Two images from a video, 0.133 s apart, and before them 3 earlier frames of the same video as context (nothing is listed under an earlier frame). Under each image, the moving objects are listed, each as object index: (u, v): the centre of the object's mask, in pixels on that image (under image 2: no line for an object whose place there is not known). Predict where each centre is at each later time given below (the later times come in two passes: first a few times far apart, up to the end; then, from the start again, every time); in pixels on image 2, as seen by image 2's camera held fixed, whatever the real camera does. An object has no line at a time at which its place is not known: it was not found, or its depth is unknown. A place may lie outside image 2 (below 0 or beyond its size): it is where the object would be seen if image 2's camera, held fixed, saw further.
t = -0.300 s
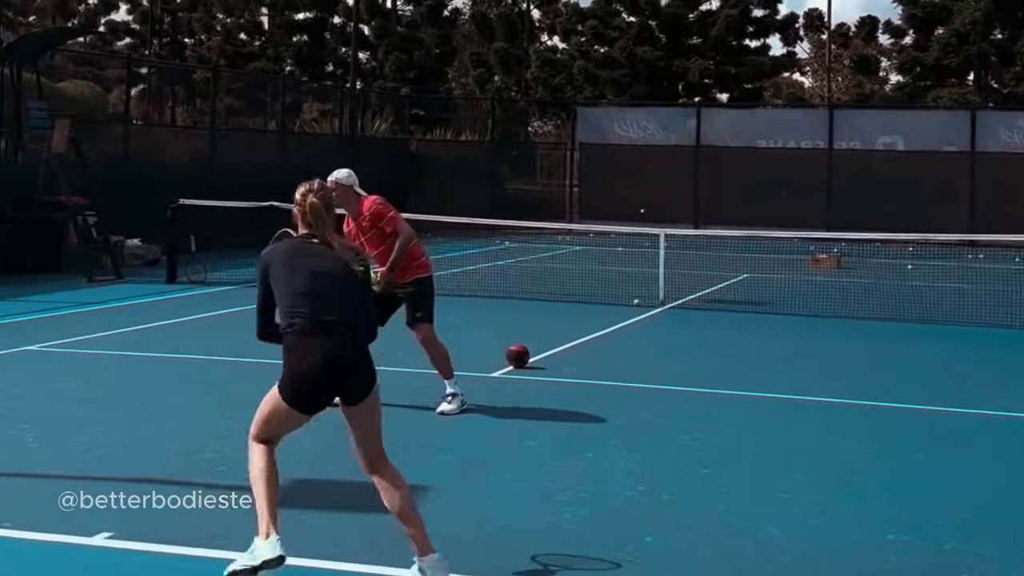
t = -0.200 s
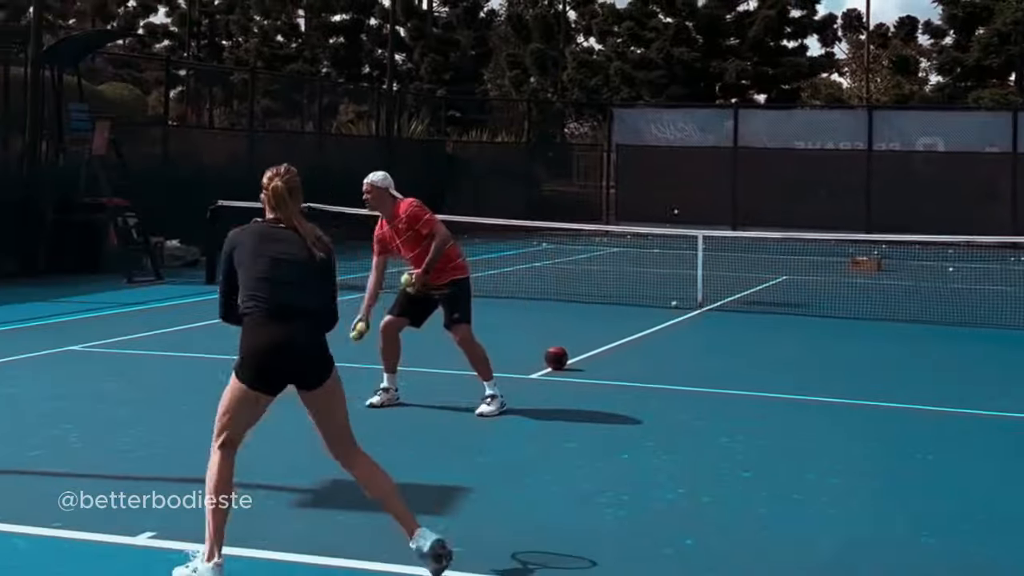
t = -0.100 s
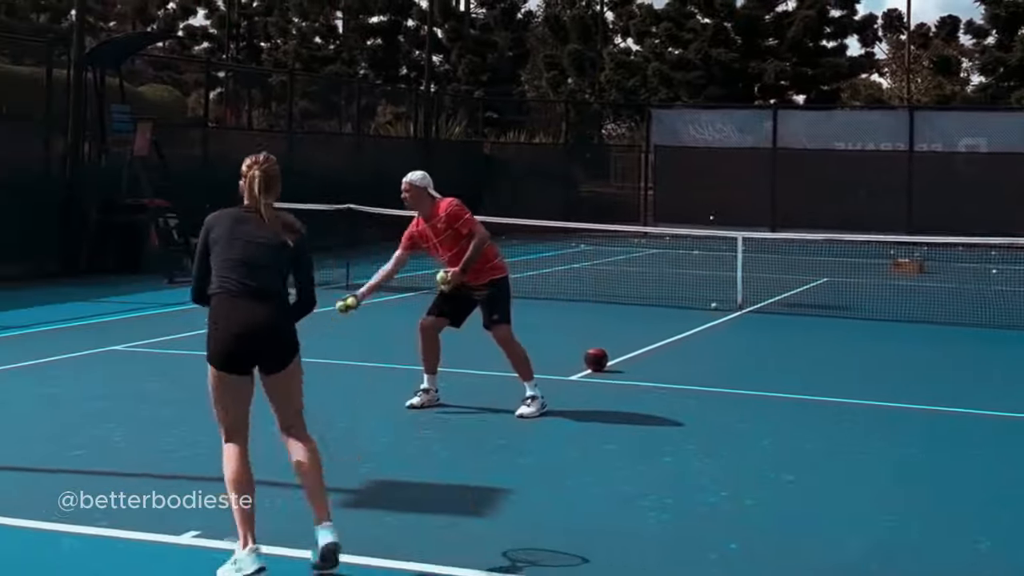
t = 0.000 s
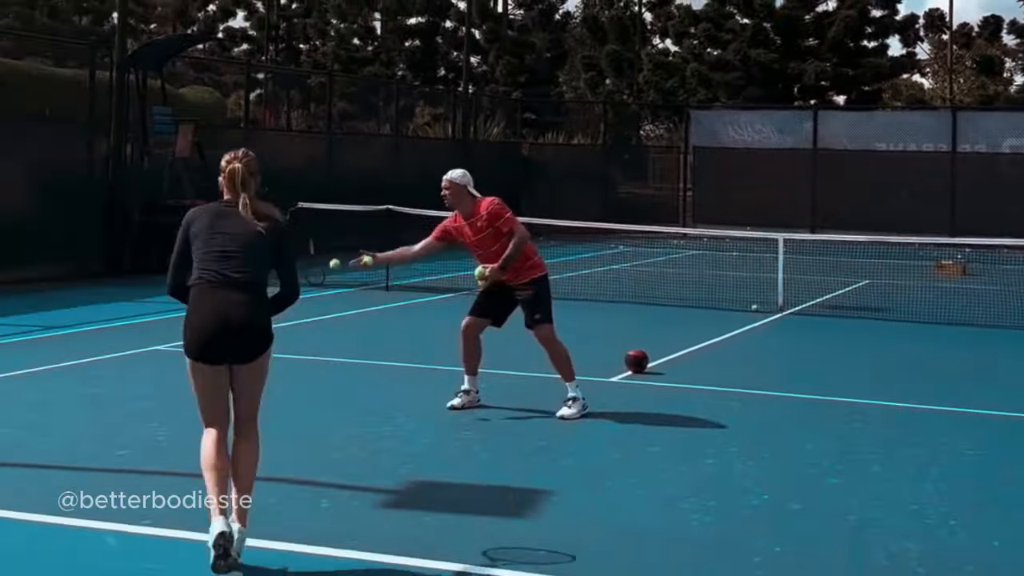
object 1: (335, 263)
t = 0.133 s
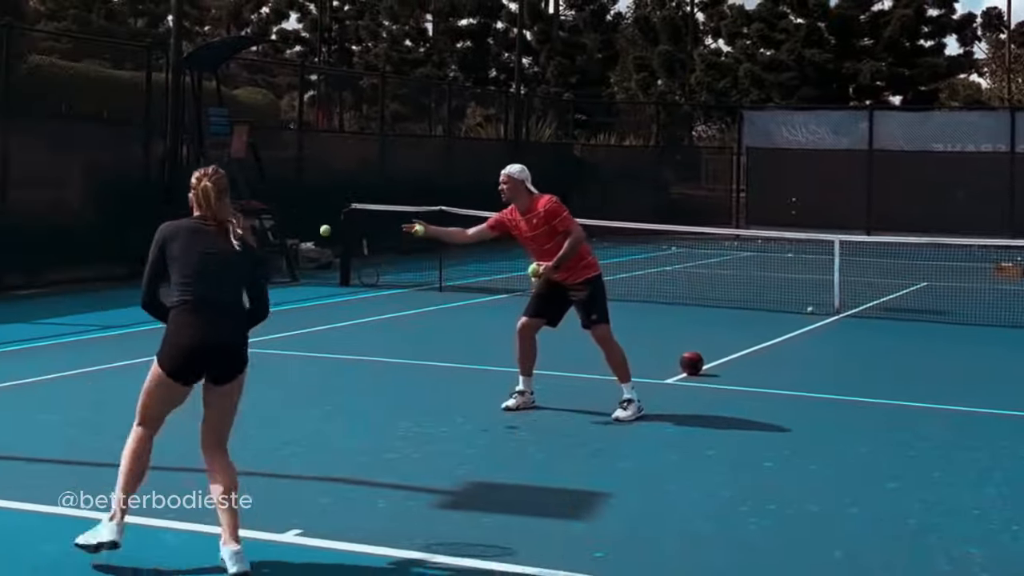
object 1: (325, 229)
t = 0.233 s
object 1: (275, 222)
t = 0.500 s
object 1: (135, 277)
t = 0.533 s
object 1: (116, 291)
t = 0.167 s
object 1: (309, 225)
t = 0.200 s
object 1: (292, 223)
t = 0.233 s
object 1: (275, 222)
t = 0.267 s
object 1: (259, 222)
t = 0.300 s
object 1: (242, 224)
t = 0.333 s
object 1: (224, 228)
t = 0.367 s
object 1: (207, 234)
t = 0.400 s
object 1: (189, 242)
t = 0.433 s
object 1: (171, 252)
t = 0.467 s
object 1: (151, 264)
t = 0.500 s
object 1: (135, 277)
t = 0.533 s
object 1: (116, 291)
